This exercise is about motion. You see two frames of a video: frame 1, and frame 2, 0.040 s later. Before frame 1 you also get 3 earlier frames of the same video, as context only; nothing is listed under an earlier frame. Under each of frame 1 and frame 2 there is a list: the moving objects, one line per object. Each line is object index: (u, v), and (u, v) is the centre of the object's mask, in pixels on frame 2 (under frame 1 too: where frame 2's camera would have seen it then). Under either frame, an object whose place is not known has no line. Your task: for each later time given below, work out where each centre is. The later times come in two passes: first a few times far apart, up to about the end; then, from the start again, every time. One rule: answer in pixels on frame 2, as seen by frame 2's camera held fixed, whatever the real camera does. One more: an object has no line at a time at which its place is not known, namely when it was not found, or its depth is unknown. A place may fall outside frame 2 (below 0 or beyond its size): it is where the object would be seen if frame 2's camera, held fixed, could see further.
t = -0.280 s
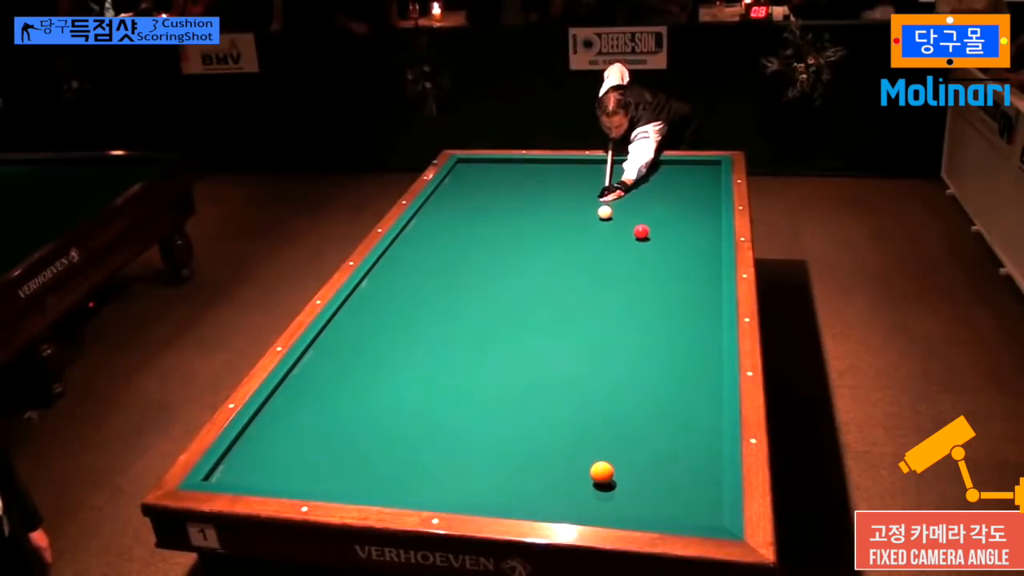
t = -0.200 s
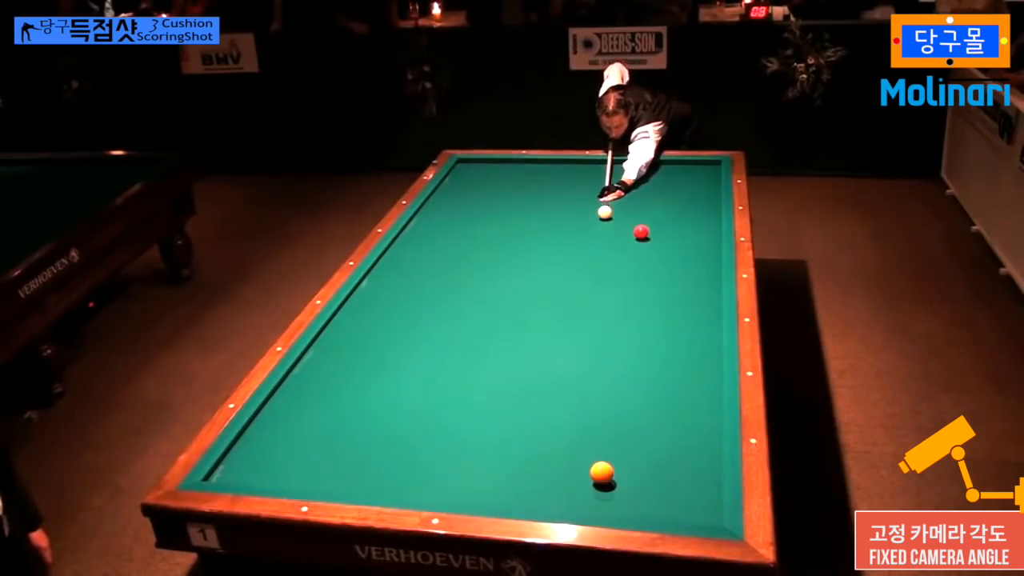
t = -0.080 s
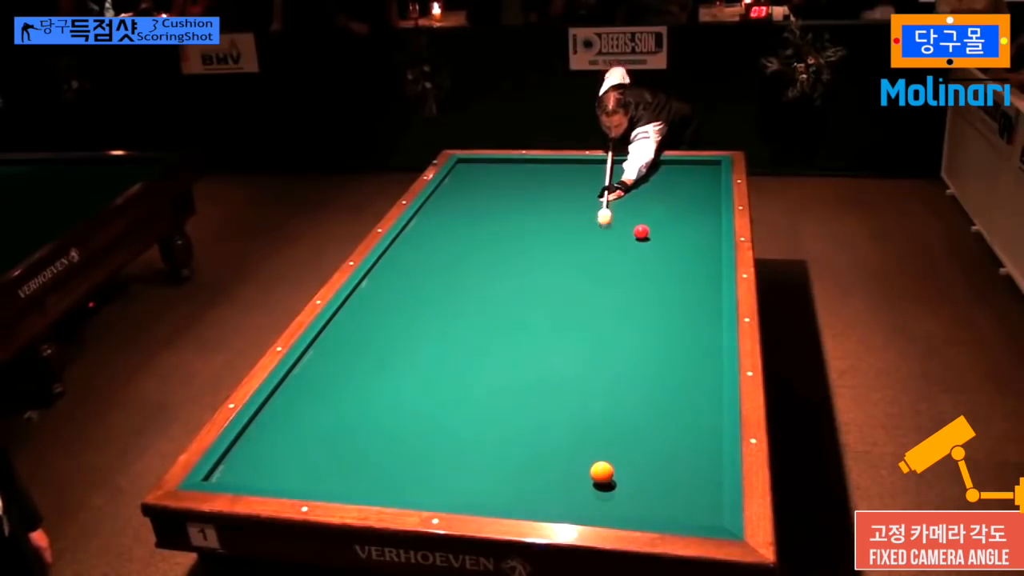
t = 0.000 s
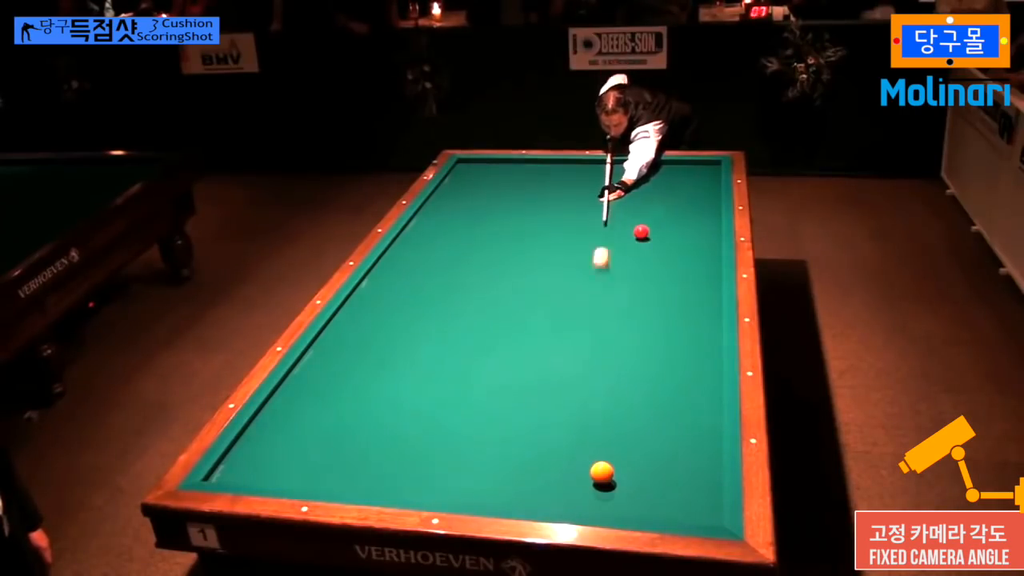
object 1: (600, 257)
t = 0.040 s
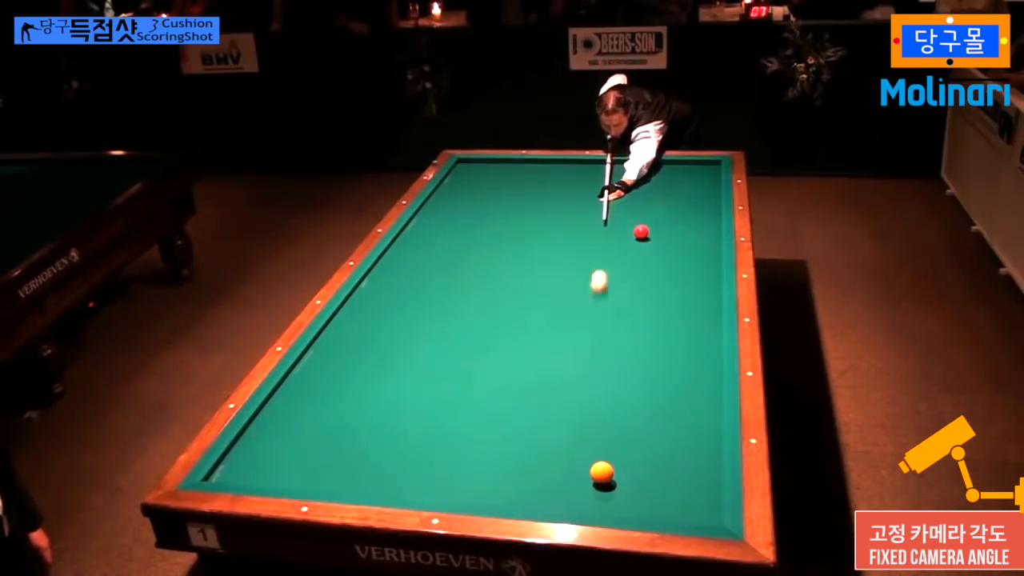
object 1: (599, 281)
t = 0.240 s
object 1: (586, 449)
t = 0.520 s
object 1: (455, 390)
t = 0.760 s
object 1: (403, 311)
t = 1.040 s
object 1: (405, 255)
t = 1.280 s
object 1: (468, 219)
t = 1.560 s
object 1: (526, 186)
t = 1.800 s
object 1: (568, 161)
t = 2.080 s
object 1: (611, 182)
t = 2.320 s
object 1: (652, 198)
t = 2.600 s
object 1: (705, 220)
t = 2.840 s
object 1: (689, 238)
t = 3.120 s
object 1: (653, 260)
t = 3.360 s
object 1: (619, 281)
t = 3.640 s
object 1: (577, 307)
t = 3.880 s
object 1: (538, 331)
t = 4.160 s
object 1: (489, 362)
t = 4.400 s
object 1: (443, 391)
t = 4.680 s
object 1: (384, 428)
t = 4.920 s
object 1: (329, 463)
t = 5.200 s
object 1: (283, 467)
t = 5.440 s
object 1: (263, 443)
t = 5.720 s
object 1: (270, 420)
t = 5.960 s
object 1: (301, 403)
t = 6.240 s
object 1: (334, 386)
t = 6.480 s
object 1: (360, 372)
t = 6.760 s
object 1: (389, 357)
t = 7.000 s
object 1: (412, 345)
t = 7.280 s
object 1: (437, 332)
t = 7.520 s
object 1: (457, 322)
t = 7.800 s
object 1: (478, 311)
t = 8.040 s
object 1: (495, 302)
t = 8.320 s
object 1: (514, 292)
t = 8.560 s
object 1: (529, 284)
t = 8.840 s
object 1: (546, 276)
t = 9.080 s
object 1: (559, 269)
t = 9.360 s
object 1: (573, 262)
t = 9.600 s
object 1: (584, 256)
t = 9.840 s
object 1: (595, 251)
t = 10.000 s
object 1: (602, 247)
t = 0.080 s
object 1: (597, 307)
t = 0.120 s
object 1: (594, 336)
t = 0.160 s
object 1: (591, 369)
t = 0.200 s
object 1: (589, 406)
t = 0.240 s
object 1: (586, 449)
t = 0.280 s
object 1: (559, 481)
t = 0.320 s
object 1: (525, 496)
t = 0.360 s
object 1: (508, 471)
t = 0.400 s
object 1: (493, 448)
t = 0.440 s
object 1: (479, 428)
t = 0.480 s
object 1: (467, 408)
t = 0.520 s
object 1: (455, 390)
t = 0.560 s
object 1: (445, 374)
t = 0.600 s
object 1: (435, 359)
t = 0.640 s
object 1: (426, 346)
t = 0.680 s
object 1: (418, 333)
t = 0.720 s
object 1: (410, 322)
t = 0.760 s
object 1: (403, 311)
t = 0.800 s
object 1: (396, 301)
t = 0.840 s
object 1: (390, 291)
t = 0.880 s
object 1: (384, 283)
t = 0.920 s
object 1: (379, 275)
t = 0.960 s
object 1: (378, 267)
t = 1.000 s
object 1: (392, 261)
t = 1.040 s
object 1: (405, 255)
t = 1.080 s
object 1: (418, 248)
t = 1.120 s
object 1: (429, 242)
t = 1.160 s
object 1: (440, 236)
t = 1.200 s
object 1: (450, 231)
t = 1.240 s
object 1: (459, 225)
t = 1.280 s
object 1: (468, 219)
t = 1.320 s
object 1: (477, 214)
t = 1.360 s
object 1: (486, 209)
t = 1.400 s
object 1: (494, 204)
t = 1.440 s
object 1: (502, 199)
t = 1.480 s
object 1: (510, 195)
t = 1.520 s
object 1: (518, 190)
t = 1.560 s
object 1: (526, 186)
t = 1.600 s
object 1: (533, 181)
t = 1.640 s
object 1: (541, 177)
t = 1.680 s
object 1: (548, 173)
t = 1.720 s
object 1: (555, 168)
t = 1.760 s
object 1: (561, 165)
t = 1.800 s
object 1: (568, 161)
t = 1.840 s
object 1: (574, 163)
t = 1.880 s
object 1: (580, 166)
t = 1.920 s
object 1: (586, 170)
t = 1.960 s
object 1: (592, 173)
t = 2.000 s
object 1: (598, 176)
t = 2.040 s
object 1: (605, 179)
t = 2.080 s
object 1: (611, 182)
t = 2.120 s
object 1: (618, 185)
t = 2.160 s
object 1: (624, 187)
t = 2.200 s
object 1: (631, 190)
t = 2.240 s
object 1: (638, 193)
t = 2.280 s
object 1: (645, 195)
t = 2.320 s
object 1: (652, 198)
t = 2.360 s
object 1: (659, 201)
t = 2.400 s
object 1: (667, 204)
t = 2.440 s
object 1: (674, 207)
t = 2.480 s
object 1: (682, 210)
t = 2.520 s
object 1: (689, 213)
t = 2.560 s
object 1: (697, 216)
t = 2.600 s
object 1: (705, 220)
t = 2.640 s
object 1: (713, 223)
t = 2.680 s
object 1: (711, 226)
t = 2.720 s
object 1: (704, 229)
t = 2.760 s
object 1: (699, 232)
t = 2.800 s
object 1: (694, 235)
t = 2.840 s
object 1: (689, 238)
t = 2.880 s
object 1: (684, 241)
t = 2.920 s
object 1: (679, 244)
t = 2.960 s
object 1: (674, 247)
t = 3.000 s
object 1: (669, 250)
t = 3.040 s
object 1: (663, 253)
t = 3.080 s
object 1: (658, 257)
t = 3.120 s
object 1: (653, 260)
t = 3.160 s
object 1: (647, 264)
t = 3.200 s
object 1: (642, 267)
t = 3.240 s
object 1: (636, 270)
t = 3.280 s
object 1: (631, 274)
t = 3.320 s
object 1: (625, 277)
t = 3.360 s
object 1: (619, 281)
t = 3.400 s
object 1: (614, 284)
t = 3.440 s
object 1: (608, 288)
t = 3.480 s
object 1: (602, 292)
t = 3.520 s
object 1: (595, 295)
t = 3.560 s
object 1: (589, 299)
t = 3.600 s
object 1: (583, 303)
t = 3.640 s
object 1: (577, 307)
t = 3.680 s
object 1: (571, 310)
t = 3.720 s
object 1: (565, 315)
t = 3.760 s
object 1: (558, 318)
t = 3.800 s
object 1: (552, 323)
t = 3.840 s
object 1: (545, 327)
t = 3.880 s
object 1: (538, 331)
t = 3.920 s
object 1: (532, 335)
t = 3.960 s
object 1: (525, 339)
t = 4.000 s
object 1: (518, 344)
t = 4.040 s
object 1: (511, 348)
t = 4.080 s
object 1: (504, 353)
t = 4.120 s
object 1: (497, 357)
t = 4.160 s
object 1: (489, 362)
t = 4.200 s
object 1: (482, 367)
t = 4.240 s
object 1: (474, 372)
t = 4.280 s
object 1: (467, 376)
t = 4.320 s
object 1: (459, 381)
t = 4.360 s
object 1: (451, 386)
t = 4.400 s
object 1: (443, 391)
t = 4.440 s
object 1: (435, 396)
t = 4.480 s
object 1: (427, 401)
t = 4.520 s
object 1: (419, 406)
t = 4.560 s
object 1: (410, 412)
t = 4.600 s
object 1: (402, 417)
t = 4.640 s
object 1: (393, 423)
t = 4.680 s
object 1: (384, 428)
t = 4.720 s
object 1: (375, 434)
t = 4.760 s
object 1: (366, 440)
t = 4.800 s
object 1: (357, 446)
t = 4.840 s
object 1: (348, 452)
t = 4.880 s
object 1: (338, 457)
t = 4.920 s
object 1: (329, 463)
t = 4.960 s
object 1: (319, 470)
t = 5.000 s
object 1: (310, 475)
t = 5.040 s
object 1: (300, 479)
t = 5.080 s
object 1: (294, 479)
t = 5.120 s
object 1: (290, 476)
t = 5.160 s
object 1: (287, 471)
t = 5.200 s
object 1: (283, 467)
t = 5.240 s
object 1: (279, 463)
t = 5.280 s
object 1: (276, 458)
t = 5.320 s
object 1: (273, 454)
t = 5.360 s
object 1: (269, 450)
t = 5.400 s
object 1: (266, 447)
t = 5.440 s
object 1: (263, 443)
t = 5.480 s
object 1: (260, 439)
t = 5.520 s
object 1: (256, 435)
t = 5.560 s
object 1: (253, 432)
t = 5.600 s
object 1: (253, 428)
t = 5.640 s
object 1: (259, 425)
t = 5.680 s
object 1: (265, 422)
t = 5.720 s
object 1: (270, 420)
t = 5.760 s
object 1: (275, 417)
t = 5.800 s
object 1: (280, 414)
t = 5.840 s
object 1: (286, 411)
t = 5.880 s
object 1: (291, 408)
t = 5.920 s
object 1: (296, 406)
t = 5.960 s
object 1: (301, 403)
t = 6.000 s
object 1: (305, 401)
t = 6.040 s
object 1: (310, 398)
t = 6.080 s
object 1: (315, 396)
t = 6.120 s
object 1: (320, 393)
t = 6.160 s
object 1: (325, 391)
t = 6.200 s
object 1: (329, 388)
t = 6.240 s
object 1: (334, 386)
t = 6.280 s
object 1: (338, 383)
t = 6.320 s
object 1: (343, 381)
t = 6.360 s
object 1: (347, 379)
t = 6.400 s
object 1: (351, 376)
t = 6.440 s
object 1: (356, 374)
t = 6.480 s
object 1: (360, 372)
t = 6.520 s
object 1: (364, 370)
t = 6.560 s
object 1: (369, 367)
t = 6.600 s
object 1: (373, 365)
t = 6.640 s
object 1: (377, 363)
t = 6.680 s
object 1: (381, 361)
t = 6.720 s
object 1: (385, 359)
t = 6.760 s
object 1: (389, 357)
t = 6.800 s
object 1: (393, 355)
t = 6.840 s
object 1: (397, 353)
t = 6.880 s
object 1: (401, 351)
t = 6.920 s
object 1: (405, 349)
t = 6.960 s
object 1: (409, 347)
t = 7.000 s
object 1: (412, 345)
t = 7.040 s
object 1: (416, 343)
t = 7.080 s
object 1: (420, 341)
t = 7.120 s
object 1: (423, 339)
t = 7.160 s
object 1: (427, 337)
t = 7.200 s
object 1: (430, 336)
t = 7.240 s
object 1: (434, 334)
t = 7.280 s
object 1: (437, 332)
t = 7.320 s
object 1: (441, 330)
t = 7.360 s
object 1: (444, 328)
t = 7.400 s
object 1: (447, 327)
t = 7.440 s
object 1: (451, 325)
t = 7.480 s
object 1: (454, 324)
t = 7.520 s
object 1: (457, 322)
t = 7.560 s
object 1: (460, 320)
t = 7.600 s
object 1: (463, 319)
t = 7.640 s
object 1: (466, 317)
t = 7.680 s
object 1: (470, 315)
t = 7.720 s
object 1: (473, 314)
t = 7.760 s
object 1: (476, 312)
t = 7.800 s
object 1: (478, 311)
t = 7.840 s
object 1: (481, 309)
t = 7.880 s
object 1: (484, 308)
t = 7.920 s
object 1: (487, 306)
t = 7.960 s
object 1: (490, 304)
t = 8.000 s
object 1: (493, 303)
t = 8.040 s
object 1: (495, 302)
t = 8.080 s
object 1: (498, 300)
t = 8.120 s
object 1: (501, 299)
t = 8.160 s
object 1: (504, 297)
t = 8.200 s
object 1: (506, 296)
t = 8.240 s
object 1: (509, 295)
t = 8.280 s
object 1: (512, 293)
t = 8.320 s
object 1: (514, 292)
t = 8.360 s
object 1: (517, 291)
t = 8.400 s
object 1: (519, 289)
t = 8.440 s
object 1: (522, 288)
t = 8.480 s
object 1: (524, 287)
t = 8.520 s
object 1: (527, 286)
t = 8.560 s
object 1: (529, 284)
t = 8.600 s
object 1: (531, 283)
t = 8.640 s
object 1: (534, 282)
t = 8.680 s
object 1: (536, 281)
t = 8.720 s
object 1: (539, 279)
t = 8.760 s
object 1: (541, 278)
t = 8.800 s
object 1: (543, 277)
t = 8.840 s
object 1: (546, 276)
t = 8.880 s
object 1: (548, 275)
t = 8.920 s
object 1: (550, 274)
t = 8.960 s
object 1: (552, 273)
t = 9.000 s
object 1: (554, 271)
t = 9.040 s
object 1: (556, 270)
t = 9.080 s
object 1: (559, 269)
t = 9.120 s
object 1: (561, 268)
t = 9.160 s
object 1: (563, 267)
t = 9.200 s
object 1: (565, 266)
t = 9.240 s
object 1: (567, 265)
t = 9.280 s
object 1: (569, 264)
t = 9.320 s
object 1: (571, 263)
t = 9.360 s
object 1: (573, 262)
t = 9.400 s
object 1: (575, 261)
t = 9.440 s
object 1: (576, 260)
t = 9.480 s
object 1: (579, 259)
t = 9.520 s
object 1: (581, 258)
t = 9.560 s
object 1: (582, 257)
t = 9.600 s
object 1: (584, 256)
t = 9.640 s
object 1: (586, 255)
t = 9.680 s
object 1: (588, 254)
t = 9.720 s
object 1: (590, 253)
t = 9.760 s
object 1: (592, 252)
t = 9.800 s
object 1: (594, 252)
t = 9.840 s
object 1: (595, 251)
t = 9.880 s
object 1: (597, 250)
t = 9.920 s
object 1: (599, 249)
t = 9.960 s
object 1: (601, 248)
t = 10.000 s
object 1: (602, 247)
